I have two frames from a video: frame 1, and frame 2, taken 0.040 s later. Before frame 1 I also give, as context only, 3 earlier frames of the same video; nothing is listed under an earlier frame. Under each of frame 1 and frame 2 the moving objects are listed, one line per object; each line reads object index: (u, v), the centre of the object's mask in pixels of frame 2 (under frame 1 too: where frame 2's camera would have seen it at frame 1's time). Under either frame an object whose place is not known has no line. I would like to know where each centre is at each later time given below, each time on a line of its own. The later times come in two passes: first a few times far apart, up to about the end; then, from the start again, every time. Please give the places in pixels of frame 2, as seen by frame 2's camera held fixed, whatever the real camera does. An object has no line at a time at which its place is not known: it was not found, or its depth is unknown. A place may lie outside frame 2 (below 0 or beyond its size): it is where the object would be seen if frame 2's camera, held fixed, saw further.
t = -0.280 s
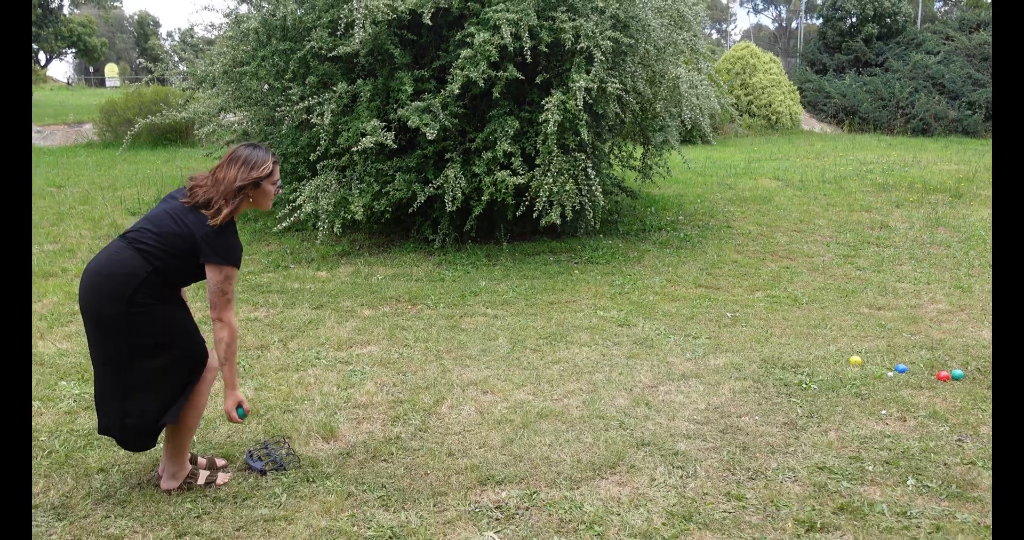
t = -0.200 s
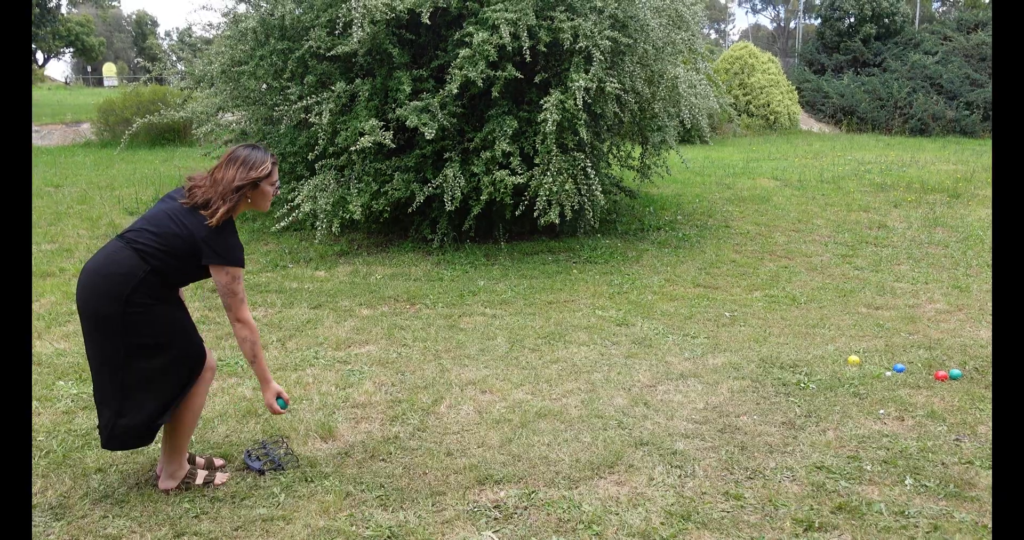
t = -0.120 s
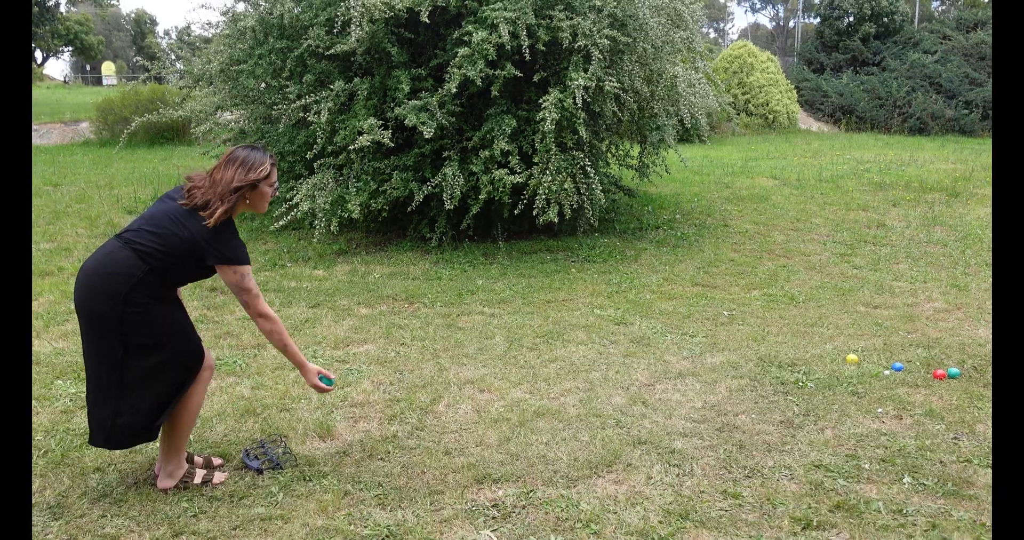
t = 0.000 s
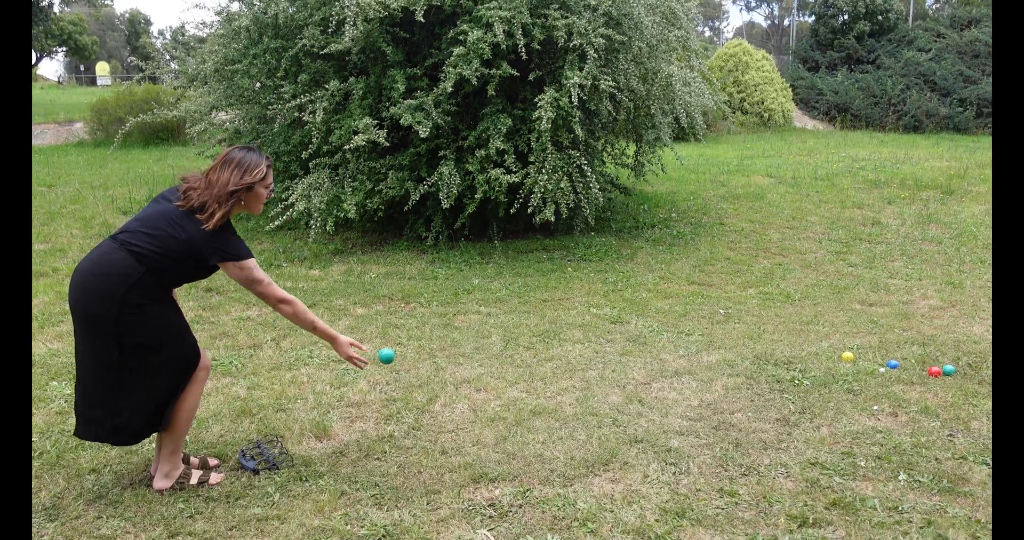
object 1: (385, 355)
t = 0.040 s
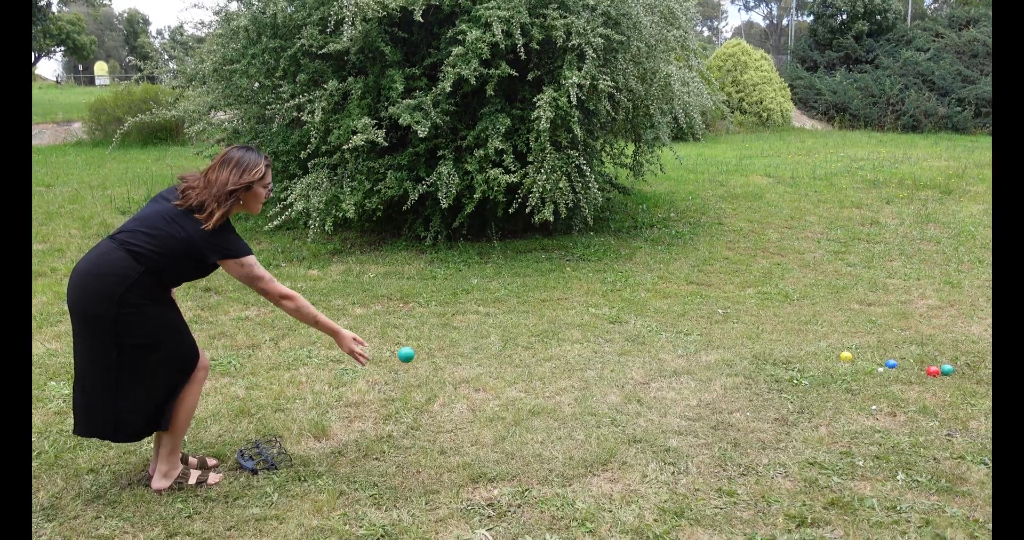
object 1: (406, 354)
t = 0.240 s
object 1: (504, 398)
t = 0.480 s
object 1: (587, 385)
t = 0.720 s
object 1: (650, 393)
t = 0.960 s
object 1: (707, 386)
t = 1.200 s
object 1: (752, 379)
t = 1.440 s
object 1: (784, 378)
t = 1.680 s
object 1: (799, 376)
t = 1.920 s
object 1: (811, 378)
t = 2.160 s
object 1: (811, 379)
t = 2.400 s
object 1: (811, 378)
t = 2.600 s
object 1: (810, 379)
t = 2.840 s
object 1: (811, 378)
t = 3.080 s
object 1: (811, 379)
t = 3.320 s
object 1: (811, 379)
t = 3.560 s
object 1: (810, 379)
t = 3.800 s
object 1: (810, 379)
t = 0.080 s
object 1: (427, 357)
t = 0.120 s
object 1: (446, 362)
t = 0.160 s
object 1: (466, 371)
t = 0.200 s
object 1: (485, 383)
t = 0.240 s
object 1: (504, 398)
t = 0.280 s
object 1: (523, 416)
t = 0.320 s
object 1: (539, 424)
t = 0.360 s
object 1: (551, 409)
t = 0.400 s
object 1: (563, 398)
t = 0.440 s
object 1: (575, 389)
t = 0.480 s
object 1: (587, 385)
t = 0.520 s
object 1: (598, 383)
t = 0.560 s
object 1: (609, 384)
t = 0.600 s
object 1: (620, 388)
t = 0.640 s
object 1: (630, 395)
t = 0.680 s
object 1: (640, 401)
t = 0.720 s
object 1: (650, 393)
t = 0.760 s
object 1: (660, 387)
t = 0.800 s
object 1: (670, 384)
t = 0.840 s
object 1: (680, 384)
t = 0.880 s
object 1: (689, 386)
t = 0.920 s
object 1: (697, 391)
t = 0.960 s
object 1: (707, 386)
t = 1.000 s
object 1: (715, 382)
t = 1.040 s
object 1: (723, 382)
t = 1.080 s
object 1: (732, 384)
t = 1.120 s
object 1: (740, 383)
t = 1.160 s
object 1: (745, 380)
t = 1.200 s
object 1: (752, 379)
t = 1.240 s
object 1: (758, 381)
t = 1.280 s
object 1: (764, 383)
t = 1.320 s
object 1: (769, 379)
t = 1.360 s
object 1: (774, 379)
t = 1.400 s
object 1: (779, 380)
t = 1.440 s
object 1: (784, 378)
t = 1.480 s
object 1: (788, 377)
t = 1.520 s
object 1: (791, 377)
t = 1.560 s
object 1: (794, 377)
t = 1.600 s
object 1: (795, 376)
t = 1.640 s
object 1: (797, 376)
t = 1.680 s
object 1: (799, 376)
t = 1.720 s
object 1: (801, 377)
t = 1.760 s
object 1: (804, 377)
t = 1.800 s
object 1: (807, 378)
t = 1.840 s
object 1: (809, 378)
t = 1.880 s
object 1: (810, 378)
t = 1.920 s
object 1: (811, 378)
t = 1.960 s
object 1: (812, 378)
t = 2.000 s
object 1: (812, 378)
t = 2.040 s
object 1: (812, 378)
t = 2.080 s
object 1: (811, 378)
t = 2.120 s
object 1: (812, 378)
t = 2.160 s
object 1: (811, 379)
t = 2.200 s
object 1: (811, 378)
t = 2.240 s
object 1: (811, 379)
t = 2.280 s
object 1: (811, 379)
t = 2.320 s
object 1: (811, 378)
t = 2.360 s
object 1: (811, 378)
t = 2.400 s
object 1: (811, 378)
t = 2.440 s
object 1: (810, 378)
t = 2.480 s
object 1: (810, 379)
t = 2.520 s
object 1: (810, 379)
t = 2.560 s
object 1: (810, 379)
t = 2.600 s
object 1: (810, 379)
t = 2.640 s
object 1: (810, 379)
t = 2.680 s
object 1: (810, 378)
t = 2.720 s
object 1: (810, 379)
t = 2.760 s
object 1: (811, 379)
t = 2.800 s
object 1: (811, 378)
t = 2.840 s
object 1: (811, 378)
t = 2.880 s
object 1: (810, 379)
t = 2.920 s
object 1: (811, 378)
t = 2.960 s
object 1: (810, 379)
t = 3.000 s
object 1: (811, 379)
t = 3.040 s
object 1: (811, 378)
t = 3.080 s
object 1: (811, 379)
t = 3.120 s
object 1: (810, 379)
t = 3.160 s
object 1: (810, 379)
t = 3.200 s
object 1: (810, 379)
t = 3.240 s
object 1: (810, 379)
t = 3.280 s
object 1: (810, 379)
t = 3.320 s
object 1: (811, 379)
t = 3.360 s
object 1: (810, 379)
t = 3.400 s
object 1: (811, 378)
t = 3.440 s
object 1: (811, 378)
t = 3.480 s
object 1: (811, 379)
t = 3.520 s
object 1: (810, 379)
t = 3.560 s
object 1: (810, 379)
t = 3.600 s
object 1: (810, 379)
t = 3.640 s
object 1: (810, 379)
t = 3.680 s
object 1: (810, 379)
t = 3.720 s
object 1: (810, 379)
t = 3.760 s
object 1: (810, 379)
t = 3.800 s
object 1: (810, 379)
